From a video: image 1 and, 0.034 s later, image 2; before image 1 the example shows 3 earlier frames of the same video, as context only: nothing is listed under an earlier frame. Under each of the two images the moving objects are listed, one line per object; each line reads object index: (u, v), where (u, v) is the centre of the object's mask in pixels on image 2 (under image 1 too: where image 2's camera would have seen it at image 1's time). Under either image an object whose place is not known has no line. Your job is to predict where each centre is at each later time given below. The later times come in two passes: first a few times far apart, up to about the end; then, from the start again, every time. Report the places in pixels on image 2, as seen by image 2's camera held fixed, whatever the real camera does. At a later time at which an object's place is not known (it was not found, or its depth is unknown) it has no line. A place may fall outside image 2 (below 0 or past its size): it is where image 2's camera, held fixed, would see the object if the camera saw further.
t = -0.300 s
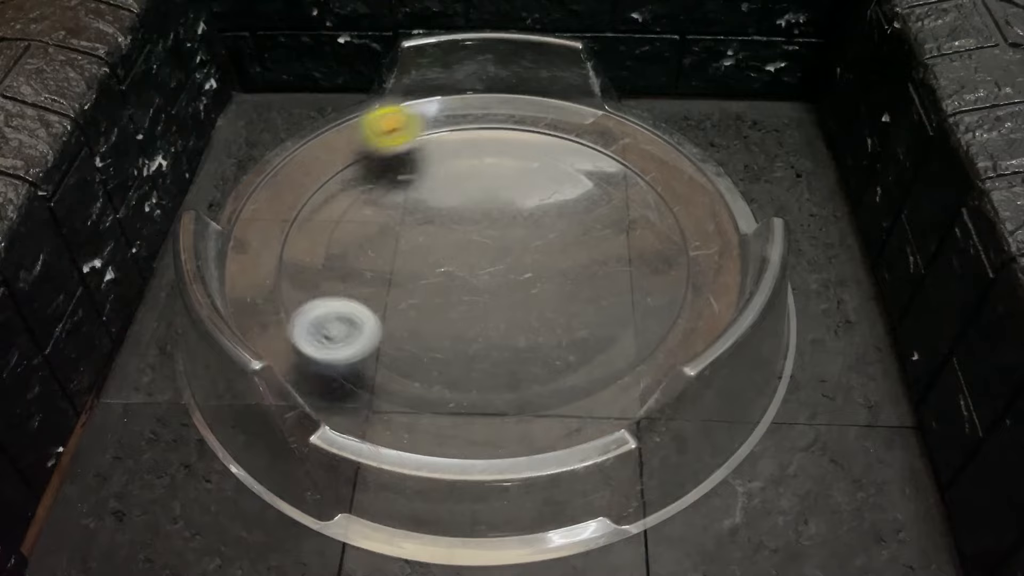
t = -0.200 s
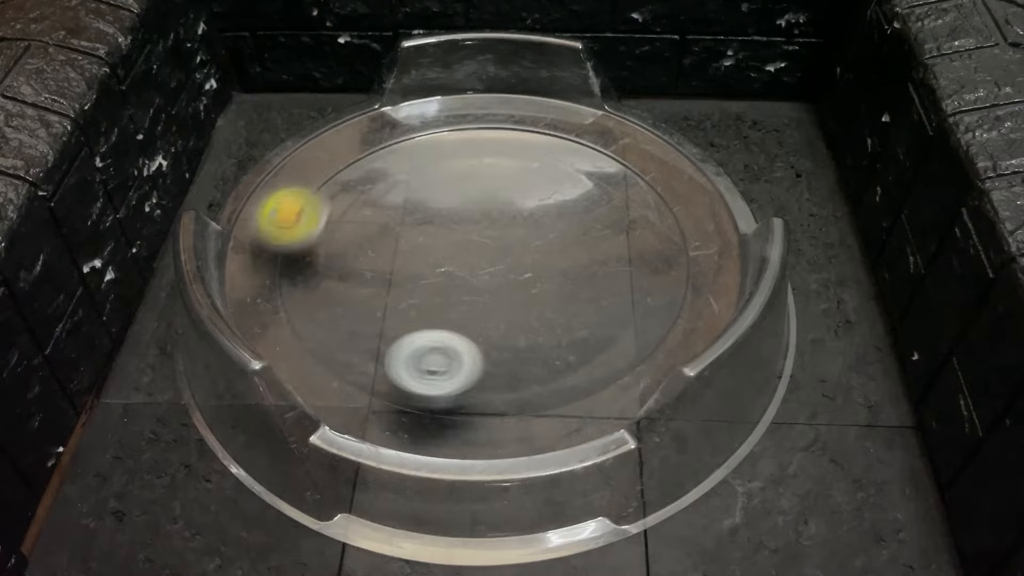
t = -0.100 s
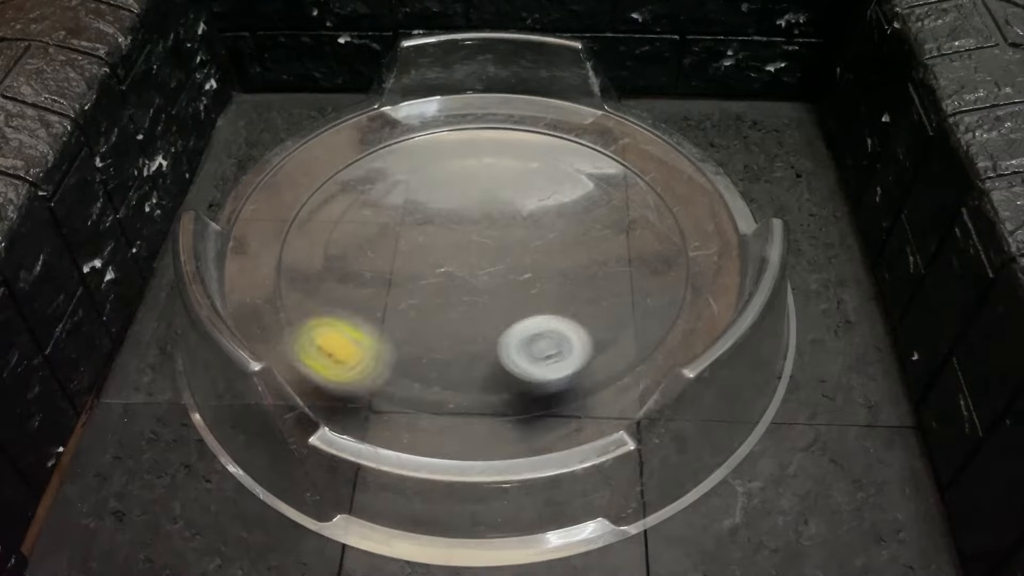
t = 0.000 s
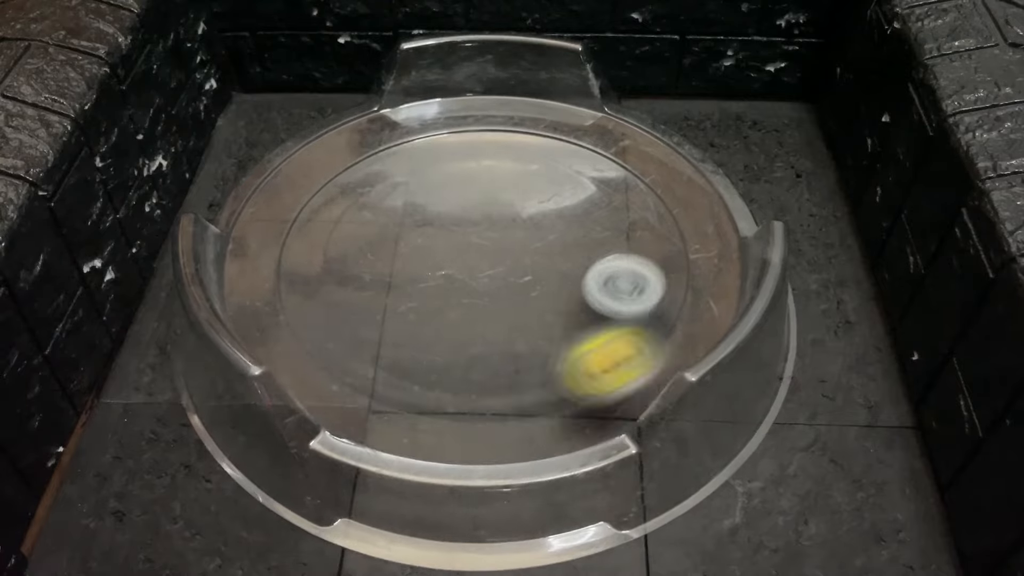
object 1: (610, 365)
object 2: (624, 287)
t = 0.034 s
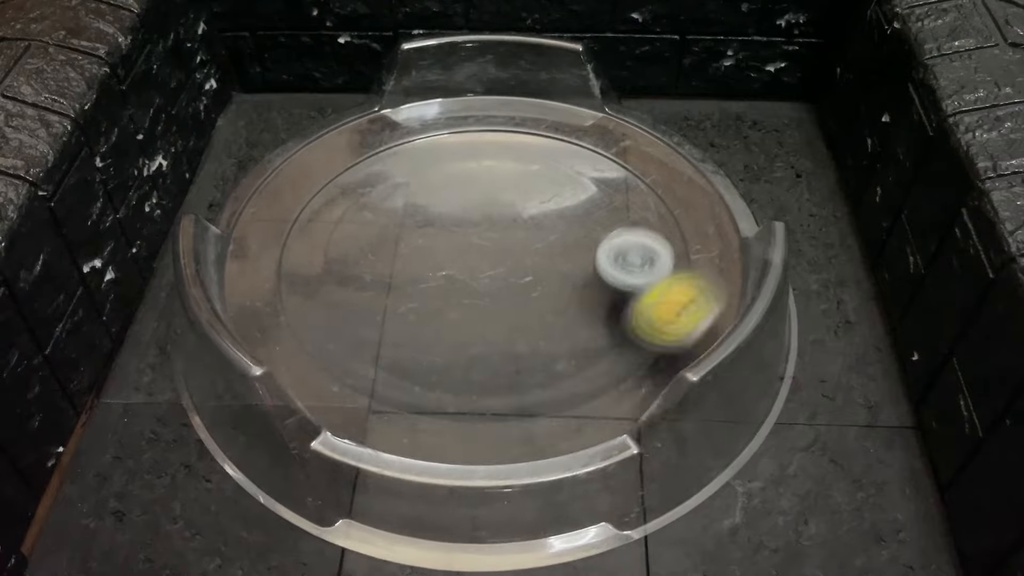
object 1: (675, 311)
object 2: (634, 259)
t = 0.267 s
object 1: (573, 102)
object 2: (490, 107)
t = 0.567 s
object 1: (418, 237)
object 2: (165, 217)
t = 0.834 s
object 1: (726, 333)
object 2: (173, 261)
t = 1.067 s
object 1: (622, 156)
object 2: (178, 259)
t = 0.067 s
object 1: (713, 262)
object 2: (629, 224)
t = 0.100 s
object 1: (708, 216)
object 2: (616, 193)
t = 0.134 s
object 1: (701, 189)
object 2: (599, 165)
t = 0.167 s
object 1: (679, 160)
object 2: (577, 141)
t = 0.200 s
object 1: (648, 130)
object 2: (552, 123)
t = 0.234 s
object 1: (618, 117)
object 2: (523, 109)
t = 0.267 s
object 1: (573, 102)
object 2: (490, 107)
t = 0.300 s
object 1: (536, 97)
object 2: (455, 103)
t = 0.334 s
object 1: (537, 96)
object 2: (386, 105)
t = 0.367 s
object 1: (534, 105)
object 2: (330, 120)
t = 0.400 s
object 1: (521, 115)
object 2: (286, 132)
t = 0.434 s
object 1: (500, 132)
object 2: (255, 155)
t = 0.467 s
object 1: (474, 150)
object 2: (227, 179)
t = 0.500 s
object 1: (448, 175)
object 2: (198, 187)
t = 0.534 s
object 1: (427, 204)
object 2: (173, 197)
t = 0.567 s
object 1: (418, 237)
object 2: (165, 217)
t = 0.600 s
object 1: (421, 272)
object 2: (166, 229)
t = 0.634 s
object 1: (439, 309)
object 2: (167, 240)
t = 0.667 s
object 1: (472, 341)
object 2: (169, 248)
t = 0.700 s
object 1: (520, 368)
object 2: (169, 261)
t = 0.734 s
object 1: (580, 383)
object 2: (169, 265)
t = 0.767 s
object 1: (644, 386)
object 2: (171, 265)
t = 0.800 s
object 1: (697, 362)
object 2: (172, 262)
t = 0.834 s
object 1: (726, 333)
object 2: (173, 261)
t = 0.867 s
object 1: (742, 302)
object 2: (174, 262)
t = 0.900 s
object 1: (749, 271)
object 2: (176, 260)
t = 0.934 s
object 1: (738, 241)
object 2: (177, 259)
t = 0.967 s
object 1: (720, 213)
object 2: (178, 258)
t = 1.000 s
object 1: (693, 191)
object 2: (179, 258)
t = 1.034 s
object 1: (660, 171)
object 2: (179, 258)
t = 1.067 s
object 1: (622, 156)
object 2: (178, 259)
